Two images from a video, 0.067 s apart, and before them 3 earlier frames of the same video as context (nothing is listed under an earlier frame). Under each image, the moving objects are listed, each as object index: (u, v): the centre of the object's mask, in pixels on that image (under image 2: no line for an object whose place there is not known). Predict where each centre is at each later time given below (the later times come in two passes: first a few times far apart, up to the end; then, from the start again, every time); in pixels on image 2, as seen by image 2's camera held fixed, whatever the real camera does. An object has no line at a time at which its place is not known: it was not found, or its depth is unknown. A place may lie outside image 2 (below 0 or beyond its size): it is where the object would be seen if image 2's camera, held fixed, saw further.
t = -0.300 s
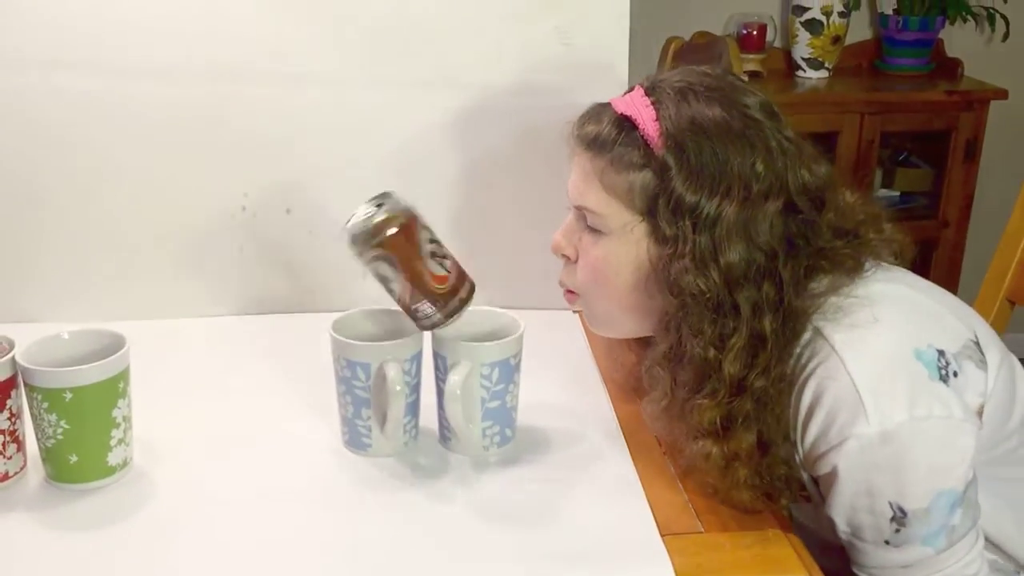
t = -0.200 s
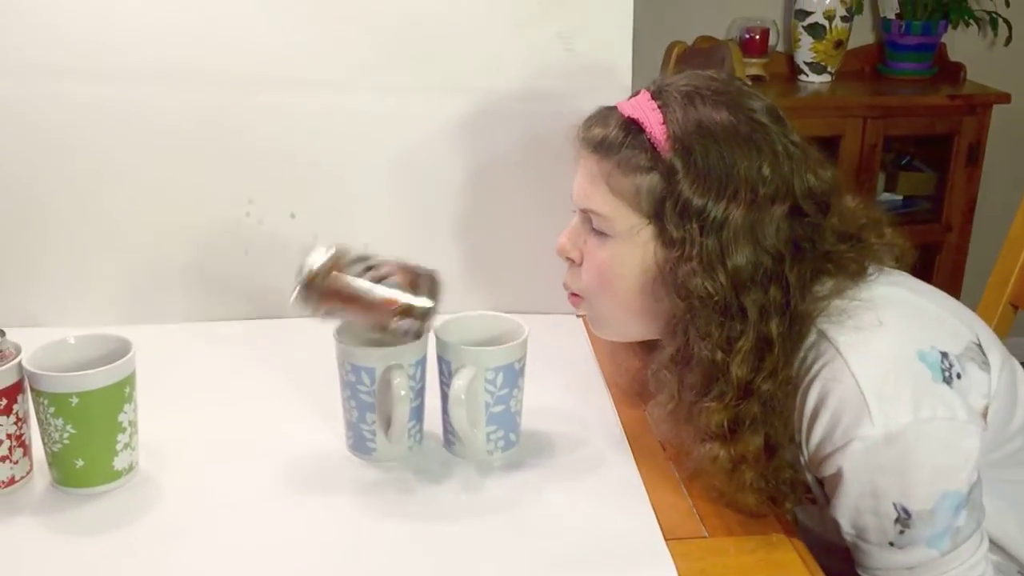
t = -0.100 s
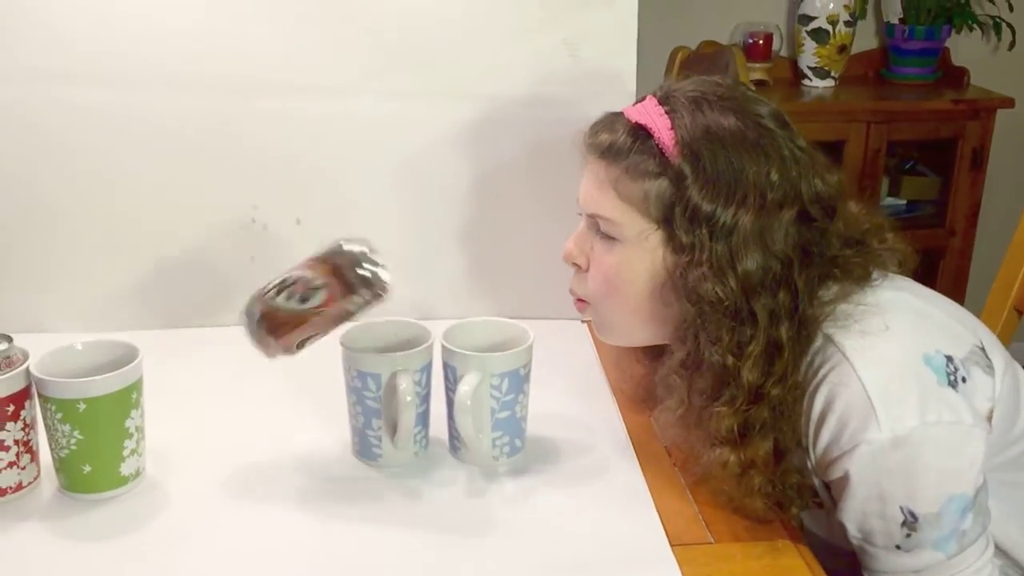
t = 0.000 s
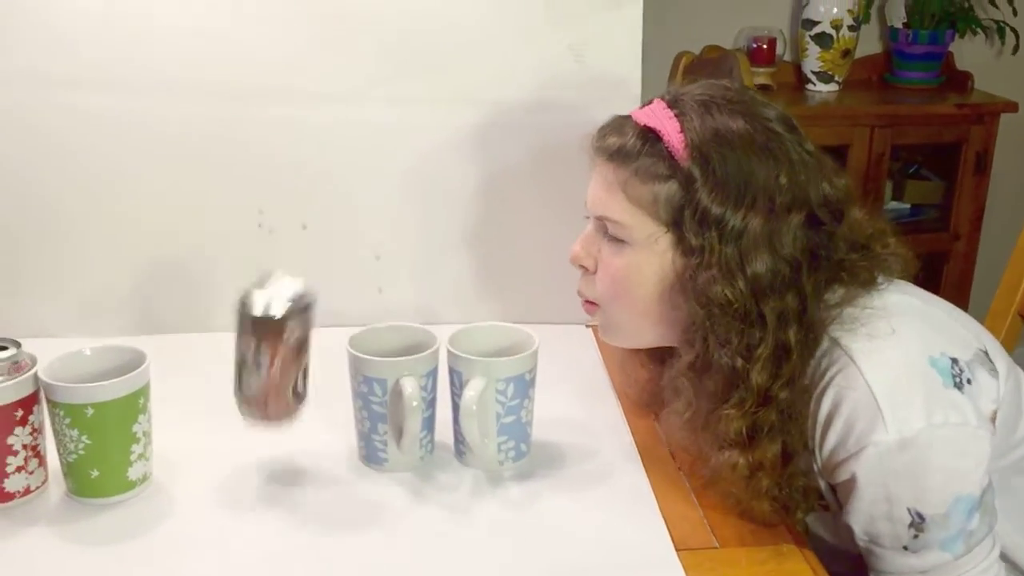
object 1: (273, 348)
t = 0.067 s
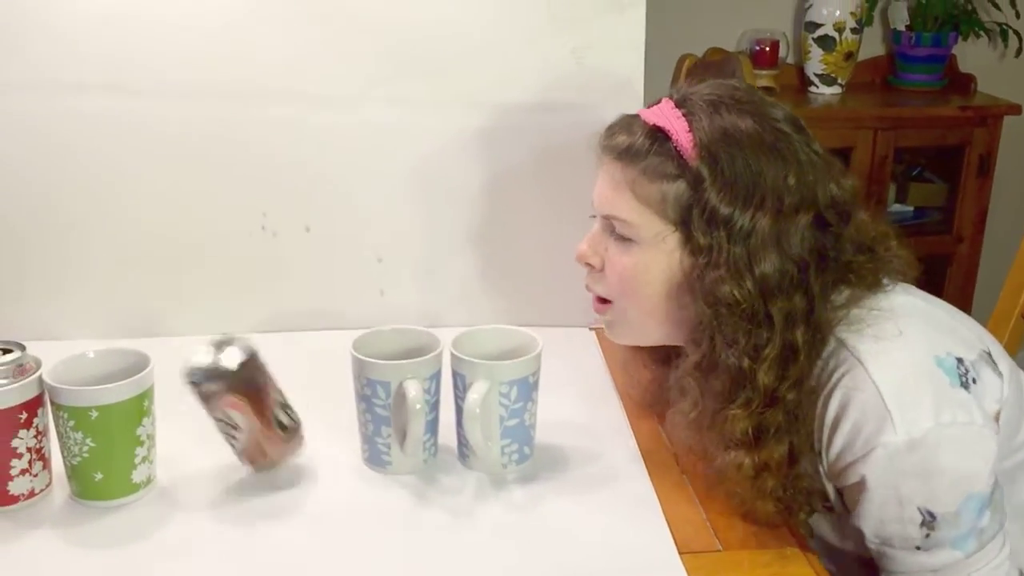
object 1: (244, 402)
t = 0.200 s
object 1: (250, 406)
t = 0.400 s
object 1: (290, 405)
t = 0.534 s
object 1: (294, 405)
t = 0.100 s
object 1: (227, 395)
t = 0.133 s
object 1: (232, 397)
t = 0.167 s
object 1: (244, 408)
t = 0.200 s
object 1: (250, 406)
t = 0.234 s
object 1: (255, 407)
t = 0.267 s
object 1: (261, 405)
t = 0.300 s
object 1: (267, 405)
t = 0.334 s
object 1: (274, 407)
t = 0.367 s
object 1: (283, 408)
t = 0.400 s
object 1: (290, 405)
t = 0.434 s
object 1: (298, 405)
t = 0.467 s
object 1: (302, 404)
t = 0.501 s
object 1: (299, 405)
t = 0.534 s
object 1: (294, 405)
